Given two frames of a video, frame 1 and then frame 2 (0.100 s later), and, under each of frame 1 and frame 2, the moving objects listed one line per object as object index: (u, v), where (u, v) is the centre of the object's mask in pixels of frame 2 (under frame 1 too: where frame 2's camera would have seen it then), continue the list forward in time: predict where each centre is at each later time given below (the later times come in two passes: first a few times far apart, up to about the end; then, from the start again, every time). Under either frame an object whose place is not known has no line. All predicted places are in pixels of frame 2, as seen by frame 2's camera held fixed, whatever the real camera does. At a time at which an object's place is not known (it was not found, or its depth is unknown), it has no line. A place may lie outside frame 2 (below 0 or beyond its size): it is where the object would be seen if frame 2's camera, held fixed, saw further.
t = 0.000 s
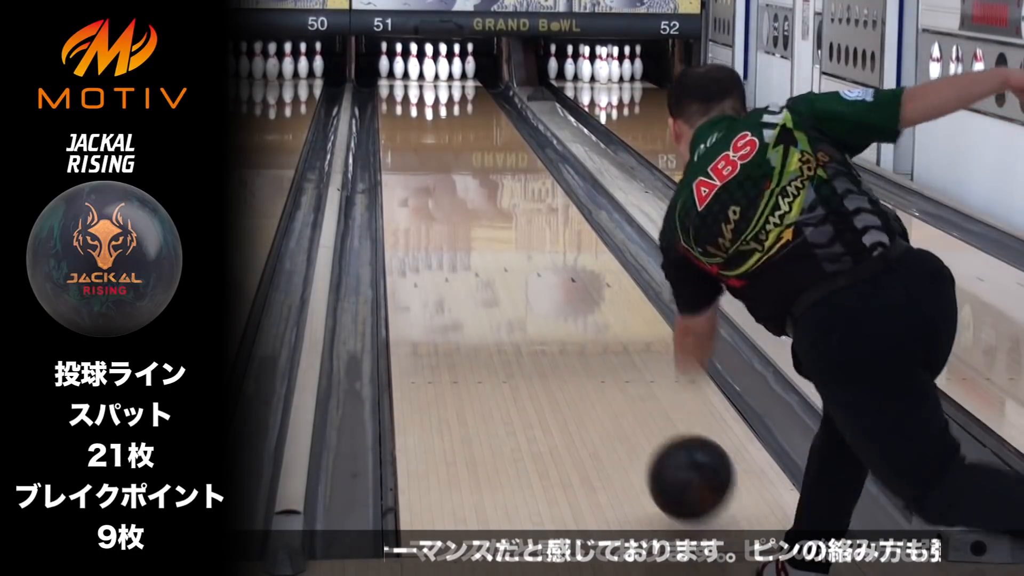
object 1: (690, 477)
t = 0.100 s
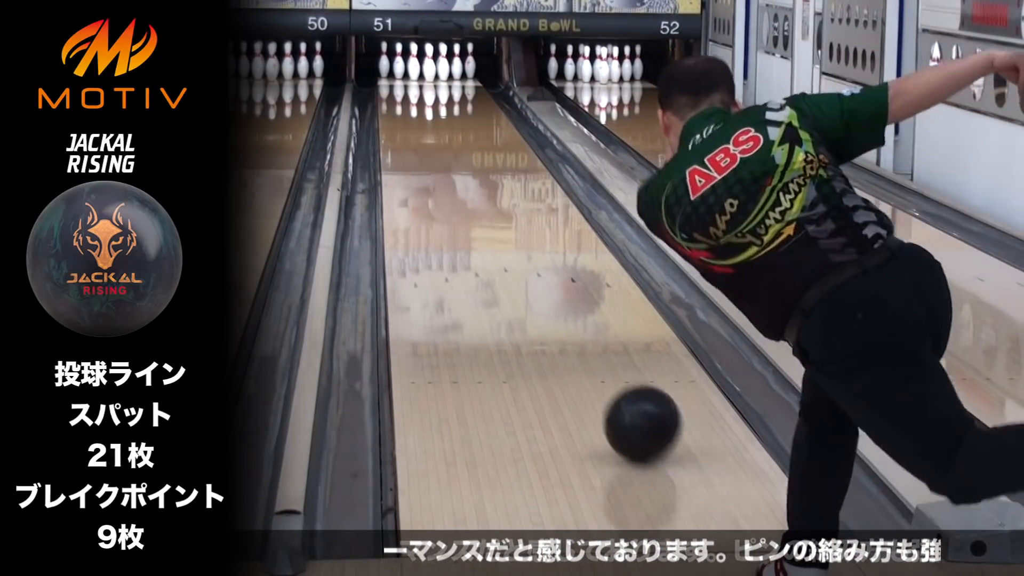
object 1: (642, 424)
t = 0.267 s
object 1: (583, 348)
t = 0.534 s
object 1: (520, 265)
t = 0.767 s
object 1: (484, 217)
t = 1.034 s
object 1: (456, 176)
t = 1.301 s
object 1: (436, 147)
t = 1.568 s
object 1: (421, 124)
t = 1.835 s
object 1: (411, 105)
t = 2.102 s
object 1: (408, 91)
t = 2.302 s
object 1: (412, 82)
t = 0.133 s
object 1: (628, 407)
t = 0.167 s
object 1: (616, 391)
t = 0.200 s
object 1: (604, 376)
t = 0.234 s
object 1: (593, 361)
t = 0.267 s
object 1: (583, 348)
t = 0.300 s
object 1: (573, 335)
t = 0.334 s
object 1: (564, 323)
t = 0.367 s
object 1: (556, 312)
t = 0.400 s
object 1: (548, 301)
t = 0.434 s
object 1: (540, 291)
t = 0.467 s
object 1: (533, 282)
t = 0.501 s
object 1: (526, 273)
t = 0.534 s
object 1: (520, 265)
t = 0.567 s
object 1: (514, 257)
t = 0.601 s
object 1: (508, 249)
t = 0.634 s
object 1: (503, 242)
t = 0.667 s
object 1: (498, 236)
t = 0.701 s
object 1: (493, 229)
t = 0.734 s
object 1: (489, 223)
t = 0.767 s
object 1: (484, 217)
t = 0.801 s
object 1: (480, 212)
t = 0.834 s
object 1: (476, 206)
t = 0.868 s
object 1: (472, 201)
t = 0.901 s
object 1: (469, 195)
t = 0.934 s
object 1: (465, 190)
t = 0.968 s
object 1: (462, 185)
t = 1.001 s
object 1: (459, 181)
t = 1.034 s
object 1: (456, 176)
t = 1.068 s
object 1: (453, 172)
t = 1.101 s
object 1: (450, 168)
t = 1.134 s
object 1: (447, 164)
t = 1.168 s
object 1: (445, 160)
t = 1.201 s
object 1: (443, 157)
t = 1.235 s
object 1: (440, 153)
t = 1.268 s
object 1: (438, 150)
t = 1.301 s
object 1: (436, 147)
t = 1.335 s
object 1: (434, 143)
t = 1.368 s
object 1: (432, 140)
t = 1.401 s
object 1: (430, 137)
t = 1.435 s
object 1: (428, 134)
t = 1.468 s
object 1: (426, 131)
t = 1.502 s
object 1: (425, 129)
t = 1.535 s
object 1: (423, 126)
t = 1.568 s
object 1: (421, 124)
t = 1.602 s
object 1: (420, 121)
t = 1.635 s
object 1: (418, 119)
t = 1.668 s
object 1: (417, 117)
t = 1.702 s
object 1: (415, 114)
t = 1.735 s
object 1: (414, 112)
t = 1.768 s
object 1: (413, 110)
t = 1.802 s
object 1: (412, 107)
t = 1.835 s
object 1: (411, 105)
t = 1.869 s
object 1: (410, 103)
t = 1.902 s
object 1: (409, 101)
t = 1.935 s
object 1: (409, 99)
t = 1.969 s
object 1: (408, 98)
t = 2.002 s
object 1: (408, 96)
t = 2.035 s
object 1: (408, 94)
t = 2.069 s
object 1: (408, 92)
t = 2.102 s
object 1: (408, 91)
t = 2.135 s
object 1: (408, 89)
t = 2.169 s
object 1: (409, 88)
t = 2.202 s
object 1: (409, 86)
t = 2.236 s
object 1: (410, 85)
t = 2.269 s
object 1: (411, 83)
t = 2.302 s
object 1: (412, 82)
